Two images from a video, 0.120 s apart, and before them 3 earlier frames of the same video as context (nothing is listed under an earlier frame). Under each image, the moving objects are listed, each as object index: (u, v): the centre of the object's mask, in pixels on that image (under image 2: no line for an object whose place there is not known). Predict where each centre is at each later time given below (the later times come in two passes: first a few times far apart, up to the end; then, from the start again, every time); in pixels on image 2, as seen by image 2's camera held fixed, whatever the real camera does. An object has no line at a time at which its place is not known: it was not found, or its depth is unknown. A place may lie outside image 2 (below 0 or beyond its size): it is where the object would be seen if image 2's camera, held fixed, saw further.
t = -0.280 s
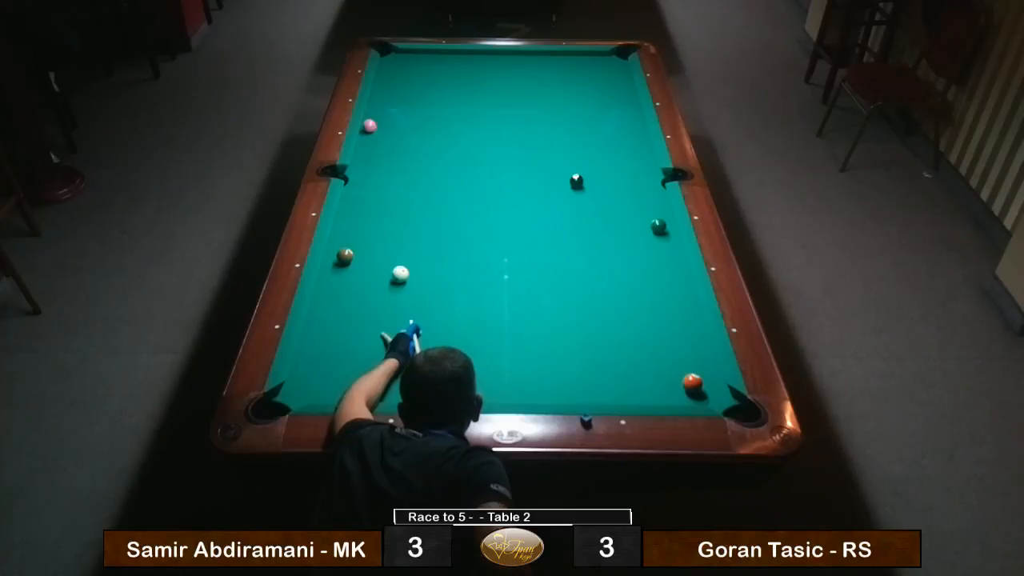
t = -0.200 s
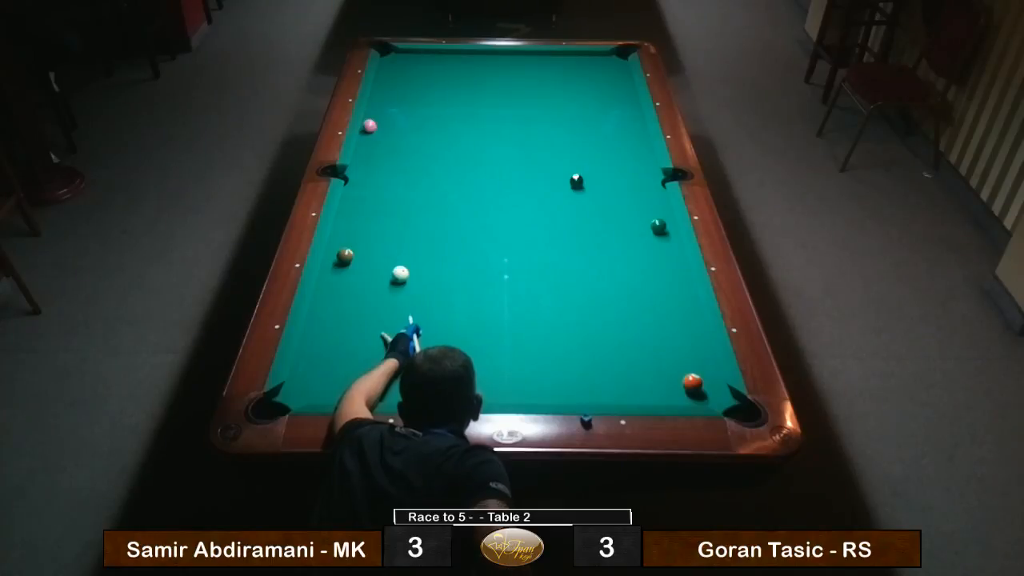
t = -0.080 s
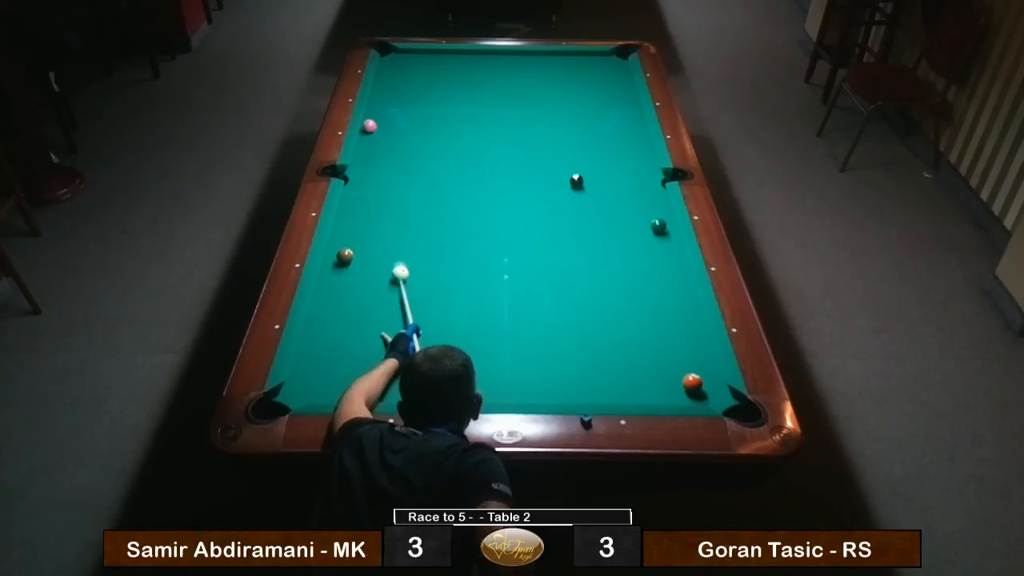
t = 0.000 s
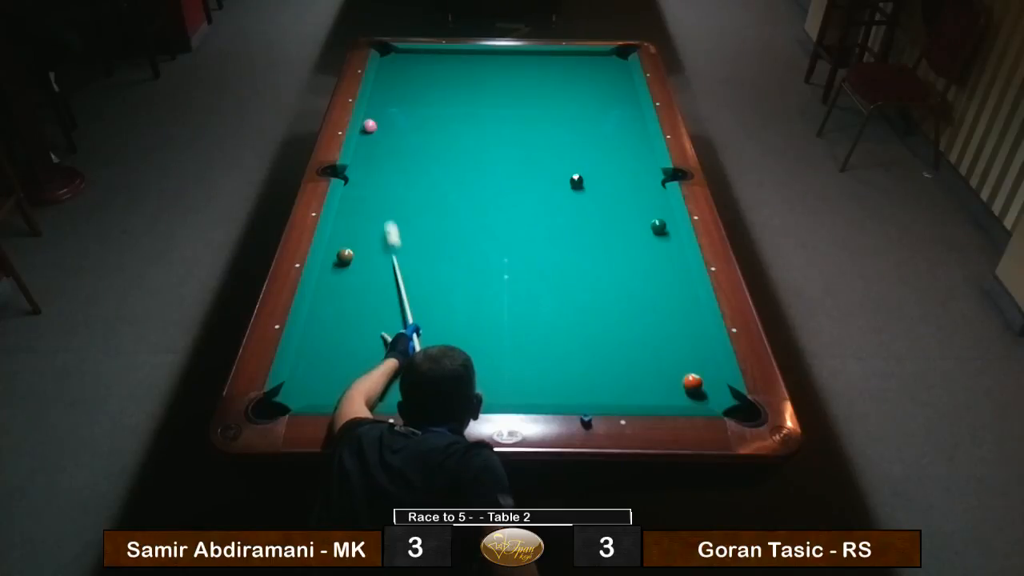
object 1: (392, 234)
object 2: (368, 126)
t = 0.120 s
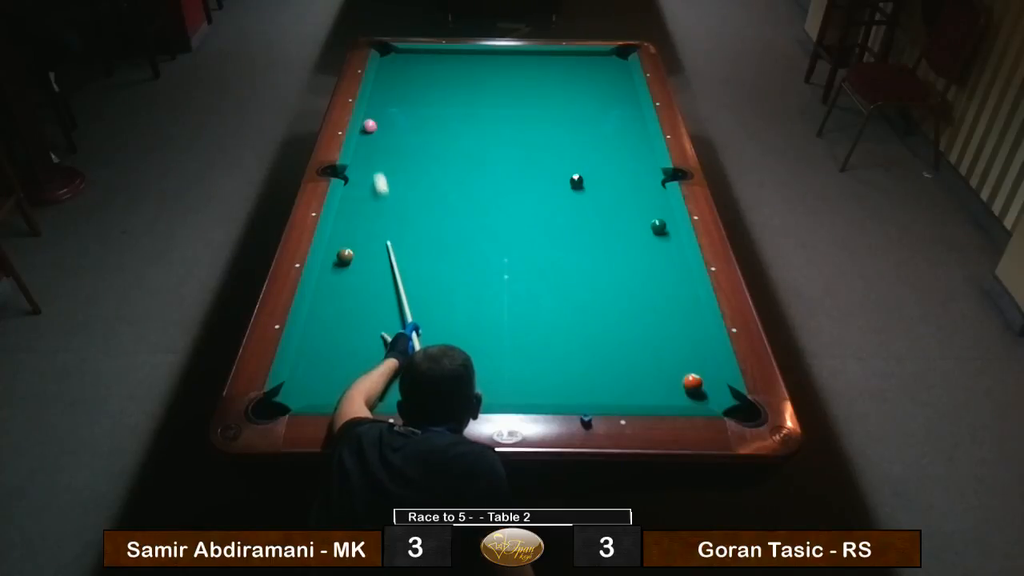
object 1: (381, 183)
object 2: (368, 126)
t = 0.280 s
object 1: (369, 135)
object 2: (369, 123)
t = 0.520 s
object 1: (373, 134)
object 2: (378, 84)
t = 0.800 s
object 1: (384, 136)
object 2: (389, 50)
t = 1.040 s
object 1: (392, 138)
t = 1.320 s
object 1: (400, 140)
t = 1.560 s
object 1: (406, 142)
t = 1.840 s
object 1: (412, 143)
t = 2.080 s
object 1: (415, 144)
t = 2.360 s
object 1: (418, 144)
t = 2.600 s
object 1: (419, 144)
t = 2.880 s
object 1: (419, 144)
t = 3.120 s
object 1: (419, 144)
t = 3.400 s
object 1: (419, 144)
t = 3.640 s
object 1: (419, 144)
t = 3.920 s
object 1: (419, 144)
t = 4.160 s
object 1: (419, 144)
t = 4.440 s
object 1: (419, 144)
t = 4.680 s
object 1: (419, 144)
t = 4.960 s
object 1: (419, 144)
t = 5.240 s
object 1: (419, 144)
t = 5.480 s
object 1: (419, 144)
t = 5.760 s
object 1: (419, 144)
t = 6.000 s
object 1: (419, 144)
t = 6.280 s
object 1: (419, 144)
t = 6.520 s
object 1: (419, 144)
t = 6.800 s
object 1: (419, 144)
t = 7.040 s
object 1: (419, 144)
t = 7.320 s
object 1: (419, 144)
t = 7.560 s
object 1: (419, 144)
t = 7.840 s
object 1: (419, 144)
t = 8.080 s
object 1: (419, 144)
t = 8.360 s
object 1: (419, 144)
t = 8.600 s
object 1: (419, 144)
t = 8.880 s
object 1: (419, 144)
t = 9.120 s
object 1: (419, 144)
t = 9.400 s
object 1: (419, 144)
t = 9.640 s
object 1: (419, 144)
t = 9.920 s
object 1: (419, 144)
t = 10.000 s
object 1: (419, 144)
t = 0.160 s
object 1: (377, 169)
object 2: (368, 126)
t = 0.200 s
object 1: (374, 157)
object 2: (368, 126)
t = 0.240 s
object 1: (372, 145)
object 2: (368, 126)
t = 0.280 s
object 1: (369, 135)
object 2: (369, 123)
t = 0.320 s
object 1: (366, 132)
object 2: (371, 118)
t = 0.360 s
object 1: (367, 132)
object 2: (372, 111)
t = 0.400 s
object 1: (368, 133)
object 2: (374, 103)
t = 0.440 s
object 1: (370, 133)
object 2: (375, 96)
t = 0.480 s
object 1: (372, 133)
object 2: (377, 89)
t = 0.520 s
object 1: (373, 134)
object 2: (378, 84)
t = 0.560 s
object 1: (375, 134)
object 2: (380, 78)
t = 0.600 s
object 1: (376, 134)
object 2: (381, 73)
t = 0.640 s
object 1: (378, 135)
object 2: (383, 68)
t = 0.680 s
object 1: (380, 135)
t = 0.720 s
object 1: (381, 136)
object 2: (386, 58)
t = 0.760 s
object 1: (383, 136)
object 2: (387, 53)
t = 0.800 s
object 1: (384, 136)
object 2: (389, 50)
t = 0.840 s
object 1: (385, 137)
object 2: (384, 49)
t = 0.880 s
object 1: (387, 137)
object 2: (379, 50)
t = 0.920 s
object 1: (388, 137)
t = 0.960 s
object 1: (390, 138)
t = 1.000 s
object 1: (391, 138)
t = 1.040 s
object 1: (392, 138)
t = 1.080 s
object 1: (393, 138)
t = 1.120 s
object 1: (395, 139)
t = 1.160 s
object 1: (396, 139)
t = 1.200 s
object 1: (397, 139)
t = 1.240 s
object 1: (398, 139)
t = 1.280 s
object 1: (400, 140)
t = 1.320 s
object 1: (400, 140)
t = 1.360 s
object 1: (402, 140)
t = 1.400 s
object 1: (402, 141)
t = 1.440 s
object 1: (404, 141)
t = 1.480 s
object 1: (405, 141)
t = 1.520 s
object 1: (405, 141)
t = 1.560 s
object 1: (406, 142)
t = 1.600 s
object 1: (407, 142)
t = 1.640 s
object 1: (408, 142)
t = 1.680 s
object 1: (409, 142)
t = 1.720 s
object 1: (410, 142)
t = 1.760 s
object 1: (410, 142)
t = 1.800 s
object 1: (411, 143)
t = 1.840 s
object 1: (412, 143)
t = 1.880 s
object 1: (412, 143)
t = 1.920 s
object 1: (413, 143)
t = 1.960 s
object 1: (414, 143)
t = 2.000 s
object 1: (414, 143)
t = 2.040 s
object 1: (415, 143)
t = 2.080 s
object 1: (415, 144)
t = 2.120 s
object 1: (416, 144)
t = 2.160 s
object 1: (416, 144)
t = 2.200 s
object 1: (417, 144)
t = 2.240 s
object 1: (417, 144)
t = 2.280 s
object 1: (418, 144)
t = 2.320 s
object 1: (418, 144)
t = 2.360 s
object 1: (418, 144)
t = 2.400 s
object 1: (418, 144)
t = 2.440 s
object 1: (419, 144)
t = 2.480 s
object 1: (419, 144)
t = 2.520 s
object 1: (419, 144)
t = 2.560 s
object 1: (419, 144)
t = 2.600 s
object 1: (419, 144)
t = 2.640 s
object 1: (419, 144)
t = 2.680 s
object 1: (419, 144)
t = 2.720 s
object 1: (419, 144)
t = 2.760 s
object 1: (419, 144)
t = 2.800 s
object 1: (419, 144)
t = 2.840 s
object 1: (419, 144)
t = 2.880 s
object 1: (419, 144)
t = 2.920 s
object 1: (419, 144)
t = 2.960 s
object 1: (419, 144)
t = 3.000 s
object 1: (419, 144)
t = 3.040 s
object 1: (419, 144)
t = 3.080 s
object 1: (419, 144)
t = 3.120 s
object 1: (419, 144)
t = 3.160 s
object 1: (419, 144)
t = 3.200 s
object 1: (419, 144)
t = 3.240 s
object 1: (419, 144)
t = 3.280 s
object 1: (419, 144)
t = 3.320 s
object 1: (419, 144)
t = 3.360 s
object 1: (419, 144)
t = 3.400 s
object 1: (419, 144)
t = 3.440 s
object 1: (419, 144)
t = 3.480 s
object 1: (419, 144)
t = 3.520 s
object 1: (419, 144)
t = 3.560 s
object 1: (419, 144)
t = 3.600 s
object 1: (419, 144)
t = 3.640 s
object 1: (419, 144)
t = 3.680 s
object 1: (419, 144)
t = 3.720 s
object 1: (419, 144)
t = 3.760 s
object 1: (419, 144)
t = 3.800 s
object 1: (419, 144)
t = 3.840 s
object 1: (419, 144)
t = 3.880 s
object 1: (419, 144)
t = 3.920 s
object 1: (419, 144)
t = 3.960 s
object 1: (419, 144)
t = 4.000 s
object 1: (419, 144)
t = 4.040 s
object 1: (419, 144)
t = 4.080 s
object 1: (419, 144)
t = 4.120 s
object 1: (419, 144)
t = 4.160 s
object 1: (419, 144)
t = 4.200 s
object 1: (419, 144)
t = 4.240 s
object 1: (419, 144)
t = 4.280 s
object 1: (419, 144)
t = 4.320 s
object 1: (419, 144)
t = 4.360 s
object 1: (419, 144)
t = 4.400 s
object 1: (419, 144)
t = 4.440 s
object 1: (419, 144)
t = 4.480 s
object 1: (419, 144)
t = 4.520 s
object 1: (419, 144)
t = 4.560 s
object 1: (419, 144)
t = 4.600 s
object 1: (419, 144)
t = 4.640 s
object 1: (419, 144)
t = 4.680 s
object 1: (419, 144)
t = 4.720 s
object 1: (419, 144)
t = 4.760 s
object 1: (419, 144)
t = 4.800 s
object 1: (419, 144)
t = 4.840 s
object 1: (419, 144)
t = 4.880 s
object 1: (419, 144)
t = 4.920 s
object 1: (419, 144)
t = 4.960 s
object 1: (419, 144)
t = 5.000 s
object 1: (419, 144)
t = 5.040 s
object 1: (419, 144)
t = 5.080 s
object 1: (419, 144)
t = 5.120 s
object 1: (419, 144)
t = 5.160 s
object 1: (419, 144)
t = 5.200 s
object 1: (419, 144)
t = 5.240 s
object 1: (419, 144)
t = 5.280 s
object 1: (419, 144)
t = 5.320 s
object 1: (419, 144)
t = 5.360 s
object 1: (419, 144)
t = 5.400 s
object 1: (419, 144)
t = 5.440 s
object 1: (419, 144)
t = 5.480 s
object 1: (419, 144)
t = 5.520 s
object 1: (419, 144)
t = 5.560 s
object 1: (419, 144)
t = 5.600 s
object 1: (419, 144)
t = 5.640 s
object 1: (419, 144)
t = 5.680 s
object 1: (419, 144)
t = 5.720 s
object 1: (419, 144)
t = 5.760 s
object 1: (419, 144)
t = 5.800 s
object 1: (419, 144)
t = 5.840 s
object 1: (419, 144)
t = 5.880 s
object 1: (419, 144)
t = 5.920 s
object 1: (419, 144)
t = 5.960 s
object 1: (419, 144)
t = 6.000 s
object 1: (419, 144)
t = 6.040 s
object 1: (419, 144)
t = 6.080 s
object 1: (419, 144)
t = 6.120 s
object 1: (419, 144)
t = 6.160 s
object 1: (419, 144)
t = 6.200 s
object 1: (419, 144)
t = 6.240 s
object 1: (419, 144)
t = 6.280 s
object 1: (419, 144)
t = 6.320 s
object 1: (419, 144)
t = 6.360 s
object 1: (419, 144)
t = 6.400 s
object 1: (419, 144)
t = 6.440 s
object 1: (419, 144)
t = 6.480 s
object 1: (419, 144)
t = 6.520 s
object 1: (419, 144)
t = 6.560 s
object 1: (419, 144)
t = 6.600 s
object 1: (419, 144)
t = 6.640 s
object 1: (419, 144)
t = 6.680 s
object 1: (419, 144)
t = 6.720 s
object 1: (419, 144)
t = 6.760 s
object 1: (419, 144)
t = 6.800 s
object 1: (419, 144)
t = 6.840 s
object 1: (419, 144)
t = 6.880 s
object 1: (419, 144)
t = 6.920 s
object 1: (419, 144)
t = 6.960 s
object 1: (419, 144)
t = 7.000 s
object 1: (419, 144)
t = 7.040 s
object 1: (419, 144)
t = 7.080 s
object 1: (419, 144)
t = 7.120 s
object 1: (419, 144)
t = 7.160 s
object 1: (419, 144)
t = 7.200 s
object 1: (419, 144)
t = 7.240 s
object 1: (419, 144)
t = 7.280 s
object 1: (419, 144)
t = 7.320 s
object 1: (419, 144)
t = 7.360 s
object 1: (419, 144)
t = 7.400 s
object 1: (419, 144)
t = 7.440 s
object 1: (419, 144)
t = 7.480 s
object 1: (419, 144)
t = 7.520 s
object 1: (419, 144)
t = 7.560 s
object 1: (419, 144)
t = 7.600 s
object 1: (419, 144)
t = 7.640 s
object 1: (419, 144)
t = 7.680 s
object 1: (419, 144)
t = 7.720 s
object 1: (419, 144)
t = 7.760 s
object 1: (419, 144)
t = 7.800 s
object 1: (419, 144)
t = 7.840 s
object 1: (419, 144)
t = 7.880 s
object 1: (419, 144)
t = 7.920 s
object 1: (419, 144)
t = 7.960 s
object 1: (419, 144)
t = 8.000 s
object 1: (419, 144)
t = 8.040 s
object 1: (419, 144)
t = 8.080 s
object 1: (419, 144)
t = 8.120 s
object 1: (419, 144)
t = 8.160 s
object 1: (419, 144)
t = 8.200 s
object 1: (419, 144)
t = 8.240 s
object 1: (419, 144)
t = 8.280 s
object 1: (419, 144)
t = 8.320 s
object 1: (419, 144)
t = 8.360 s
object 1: (419, 144)
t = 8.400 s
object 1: (419, 144)
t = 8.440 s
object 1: (419, 144)
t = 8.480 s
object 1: (419, 144)
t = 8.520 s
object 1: (419, 144)
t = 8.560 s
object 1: (419, 144)
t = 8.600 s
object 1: (419, 144)
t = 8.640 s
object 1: (419, 144)
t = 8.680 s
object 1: (419, 144)
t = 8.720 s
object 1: (419, 144)
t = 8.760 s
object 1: (419, 144)
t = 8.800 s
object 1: (419, 144)
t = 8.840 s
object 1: (419, 144)
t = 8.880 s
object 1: (419, 144)
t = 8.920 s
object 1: (419, 144)
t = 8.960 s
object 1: (419, 144)
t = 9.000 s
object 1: (419, 144)
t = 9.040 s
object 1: (419, 144)
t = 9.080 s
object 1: (419, 144)
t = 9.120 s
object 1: (419, 144)
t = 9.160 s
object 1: (419, 144)
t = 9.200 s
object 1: (419, 144)
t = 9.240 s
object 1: (419, 144)
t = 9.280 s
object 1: (419, 144)
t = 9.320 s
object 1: (419, 144)
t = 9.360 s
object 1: (419, 144)
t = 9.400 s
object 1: (419, 144)
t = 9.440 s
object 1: (419, 144)
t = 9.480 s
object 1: (419, 144)
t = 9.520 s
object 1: (419, 144)
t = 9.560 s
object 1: (419, 144)
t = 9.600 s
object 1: (419, 144)
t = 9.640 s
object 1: (419, 144)
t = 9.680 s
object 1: (419, 144)
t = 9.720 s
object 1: (419, 144)
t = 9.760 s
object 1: (419, 144)
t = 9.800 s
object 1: (419, 145)
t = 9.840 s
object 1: (419, 144)
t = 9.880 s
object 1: (419, 144)
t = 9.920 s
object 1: (419, 144)
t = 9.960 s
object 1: (419, 144)
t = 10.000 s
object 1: (419, 144)
